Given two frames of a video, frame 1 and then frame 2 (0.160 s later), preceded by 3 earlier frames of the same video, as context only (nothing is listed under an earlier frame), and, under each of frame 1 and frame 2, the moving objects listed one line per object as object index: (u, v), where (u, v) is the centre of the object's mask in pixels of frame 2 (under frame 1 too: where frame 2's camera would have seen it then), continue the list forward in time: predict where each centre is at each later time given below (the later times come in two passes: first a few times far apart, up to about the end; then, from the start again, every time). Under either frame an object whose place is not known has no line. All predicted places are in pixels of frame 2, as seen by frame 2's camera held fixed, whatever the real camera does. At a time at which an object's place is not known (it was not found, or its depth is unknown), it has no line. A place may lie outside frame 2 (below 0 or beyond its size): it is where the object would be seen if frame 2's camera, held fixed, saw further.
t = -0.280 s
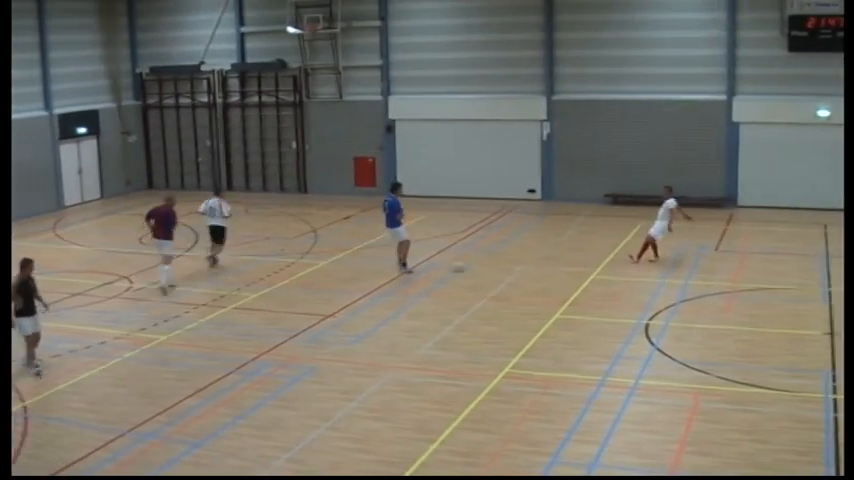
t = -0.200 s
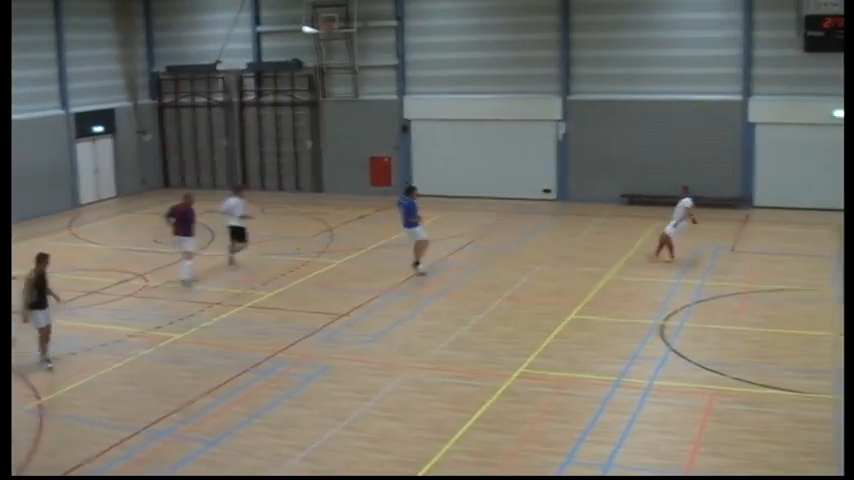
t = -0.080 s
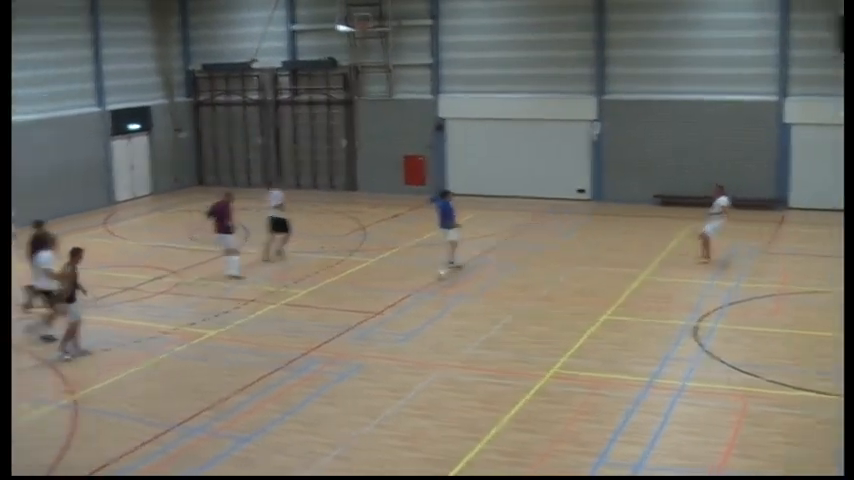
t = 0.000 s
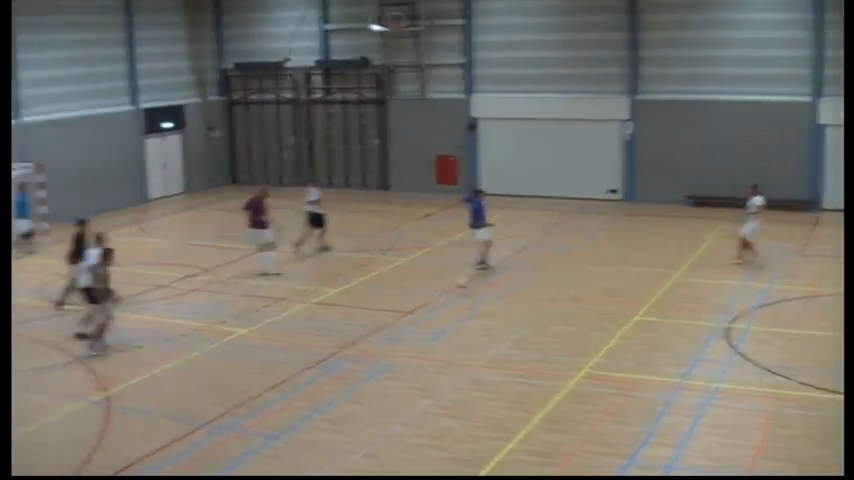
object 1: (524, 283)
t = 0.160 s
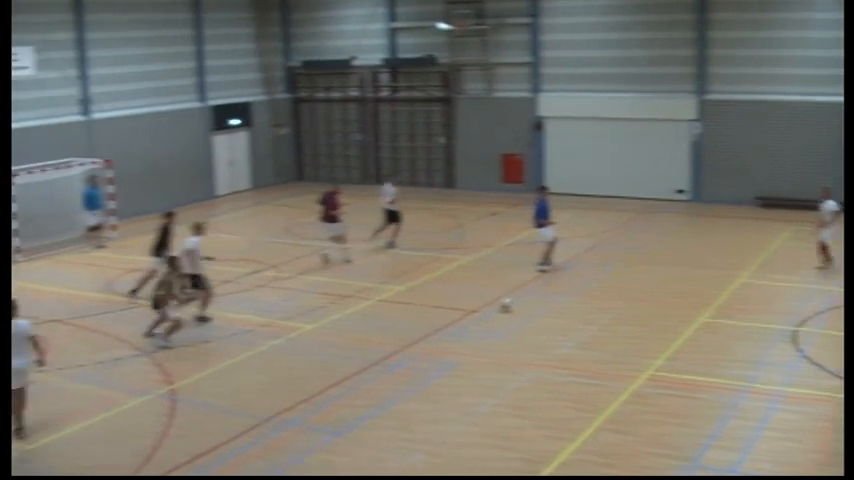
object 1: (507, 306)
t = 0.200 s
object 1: (501, 309)
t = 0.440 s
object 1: (466, 331)
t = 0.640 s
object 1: (437, 350)
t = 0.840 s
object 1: (404, 369)
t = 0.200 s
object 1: (501, 309)
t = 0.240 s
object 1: (494, 314)
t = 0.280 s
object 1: (489, 318)
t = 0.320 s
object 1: (483, 321)
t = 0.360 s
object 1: (478, 323)
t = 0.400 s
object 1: (471, 327)
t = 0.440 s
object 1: (466, 331)
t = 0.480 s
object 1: (460, 335)
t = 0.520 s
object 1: (455, 338)
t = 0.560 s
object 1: (449, 342)
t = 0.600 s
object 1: (442, 345)
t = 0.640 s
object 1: (437, 350)
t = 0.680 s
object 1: (430, 353)
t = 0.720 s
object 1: (424, 356)
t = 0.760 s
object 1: (417, 361)
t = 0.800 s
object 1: (410, 365)
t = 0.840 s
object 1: (404, 369)
